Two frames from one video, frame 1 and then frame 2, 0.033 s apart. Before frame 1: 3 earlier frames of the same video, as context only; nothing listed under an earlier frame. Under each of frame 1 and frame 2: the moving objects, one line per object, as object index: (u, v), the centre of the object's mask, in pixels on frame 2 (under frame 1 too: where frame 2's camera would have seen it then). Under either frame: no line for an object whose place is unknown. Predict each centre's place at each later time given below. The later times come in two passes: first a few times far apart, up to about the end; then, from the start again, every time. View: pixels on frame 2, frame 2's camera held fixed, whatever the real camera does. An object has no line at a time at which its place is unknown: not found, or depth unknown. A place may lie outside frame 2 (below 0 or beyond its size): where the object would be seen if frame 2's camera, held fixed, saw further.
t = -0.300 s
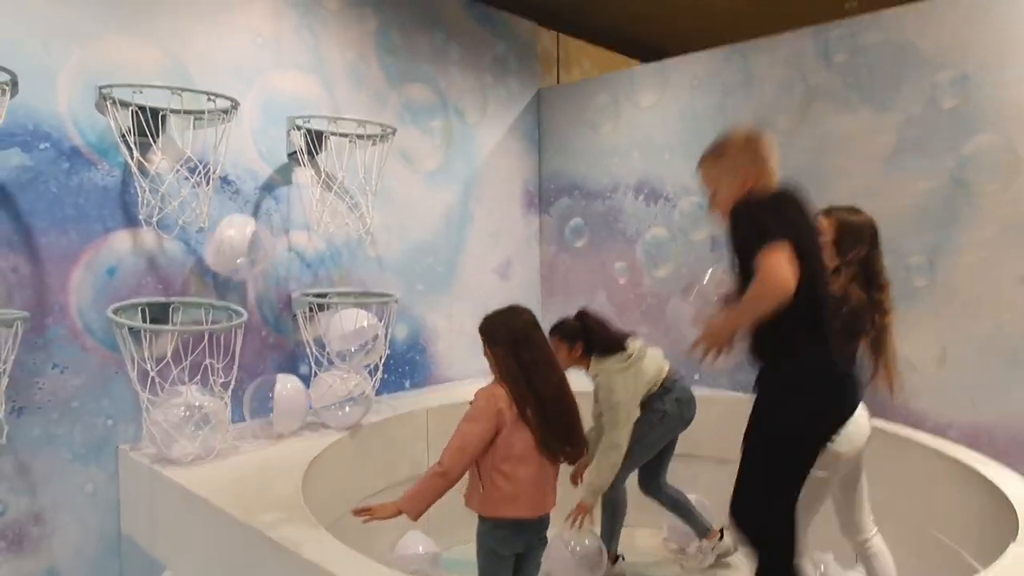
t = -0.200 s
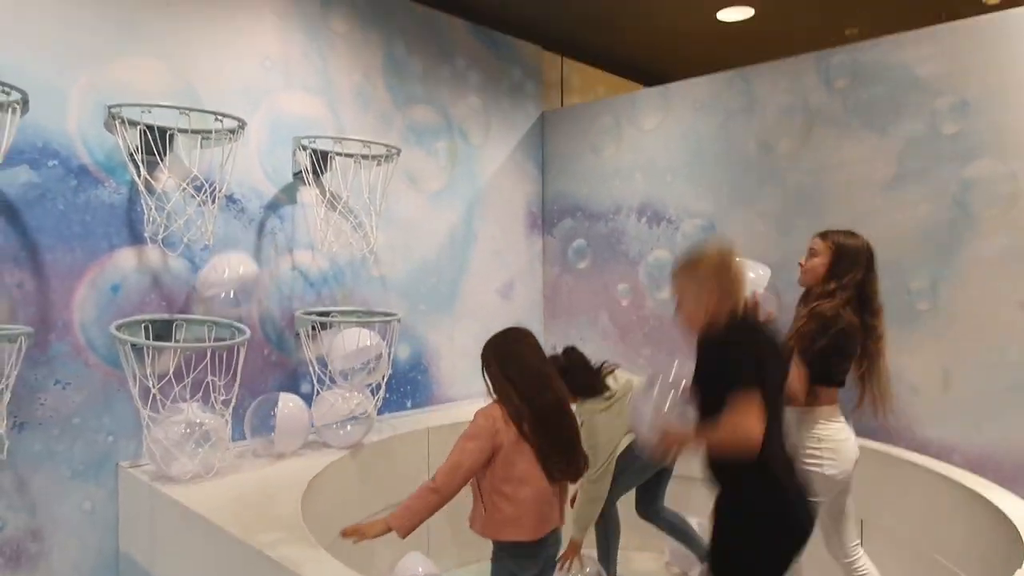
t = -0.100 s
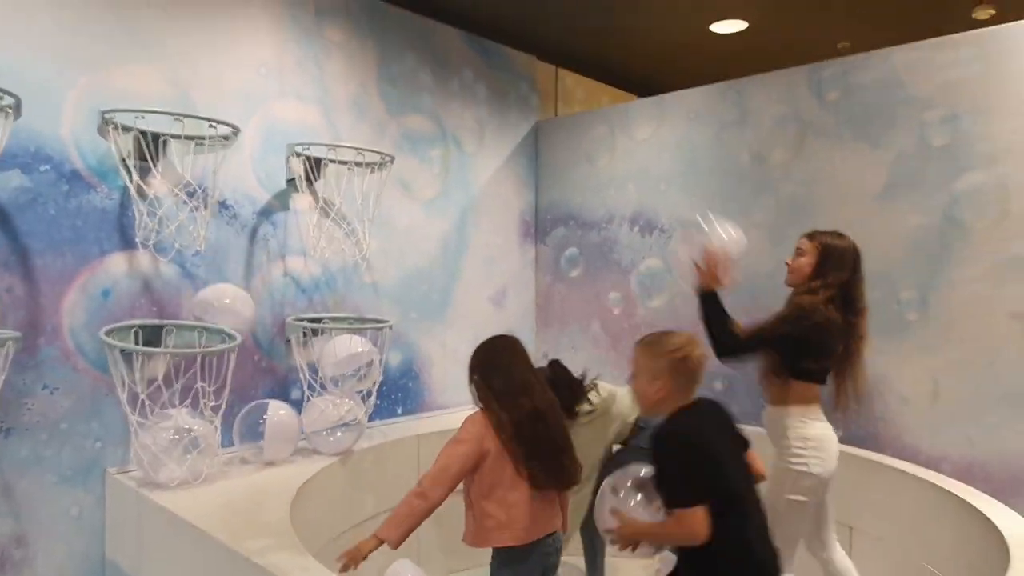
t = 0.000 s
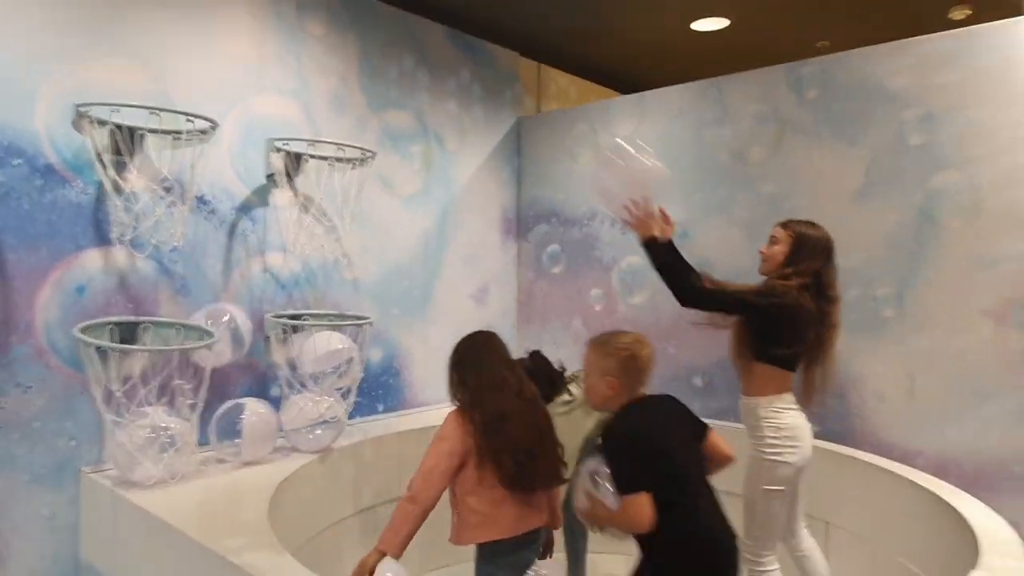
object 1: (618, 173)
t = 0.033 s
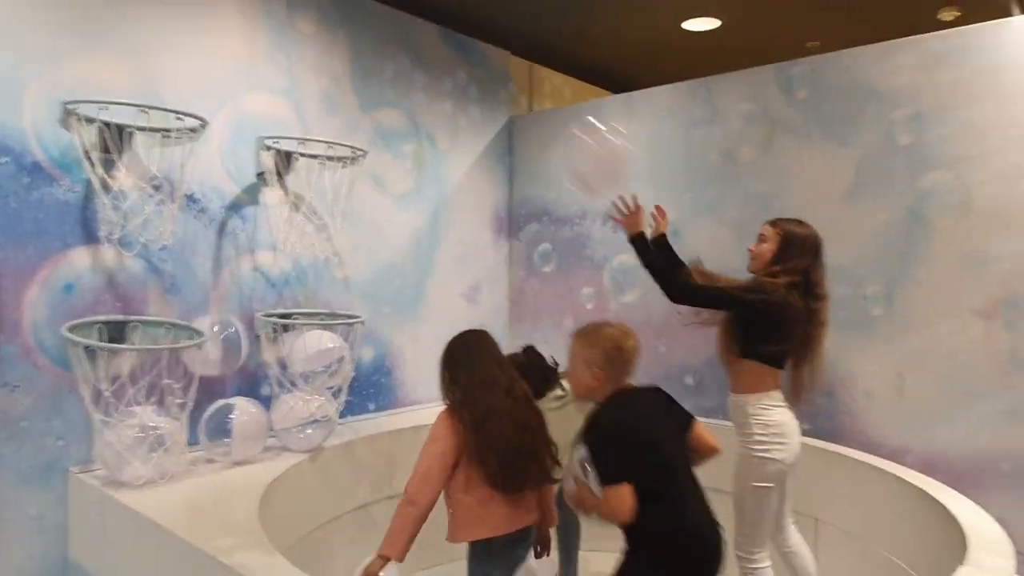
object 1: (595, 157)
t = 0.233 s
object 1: (473, 84)
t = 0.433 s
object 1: (370, 92)
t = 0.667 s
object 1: (298, 131)
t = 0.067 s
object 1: (572, 139)
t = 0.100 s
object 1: (551, 124)
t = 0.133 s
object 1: (529, 109)
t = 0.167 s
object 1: (510, 99)
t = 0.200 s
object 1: (490, 90)
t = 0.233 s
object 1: (473, 84)
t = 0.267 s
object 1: (454, 80)
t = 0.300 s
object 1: (435, 78)
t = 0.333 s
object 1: (419, 79)
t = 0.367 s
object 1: (402, 81)
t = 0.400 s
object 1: (388, 83)
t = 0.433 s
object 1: (370, 92)
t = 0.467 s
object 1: (356, 99)
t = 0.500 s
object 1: (341, 108)
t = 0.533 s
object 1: (329, 110)
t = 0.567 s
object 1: (314, 113)
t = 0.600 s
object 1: (302, 115)
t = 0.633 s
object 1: (293, 130)
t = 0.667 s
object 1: (298, 131)
